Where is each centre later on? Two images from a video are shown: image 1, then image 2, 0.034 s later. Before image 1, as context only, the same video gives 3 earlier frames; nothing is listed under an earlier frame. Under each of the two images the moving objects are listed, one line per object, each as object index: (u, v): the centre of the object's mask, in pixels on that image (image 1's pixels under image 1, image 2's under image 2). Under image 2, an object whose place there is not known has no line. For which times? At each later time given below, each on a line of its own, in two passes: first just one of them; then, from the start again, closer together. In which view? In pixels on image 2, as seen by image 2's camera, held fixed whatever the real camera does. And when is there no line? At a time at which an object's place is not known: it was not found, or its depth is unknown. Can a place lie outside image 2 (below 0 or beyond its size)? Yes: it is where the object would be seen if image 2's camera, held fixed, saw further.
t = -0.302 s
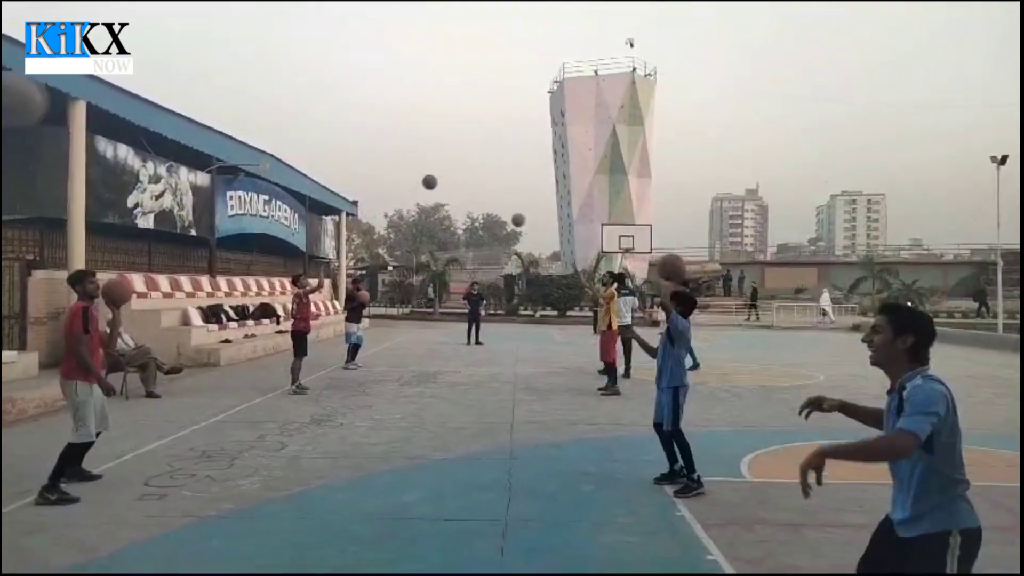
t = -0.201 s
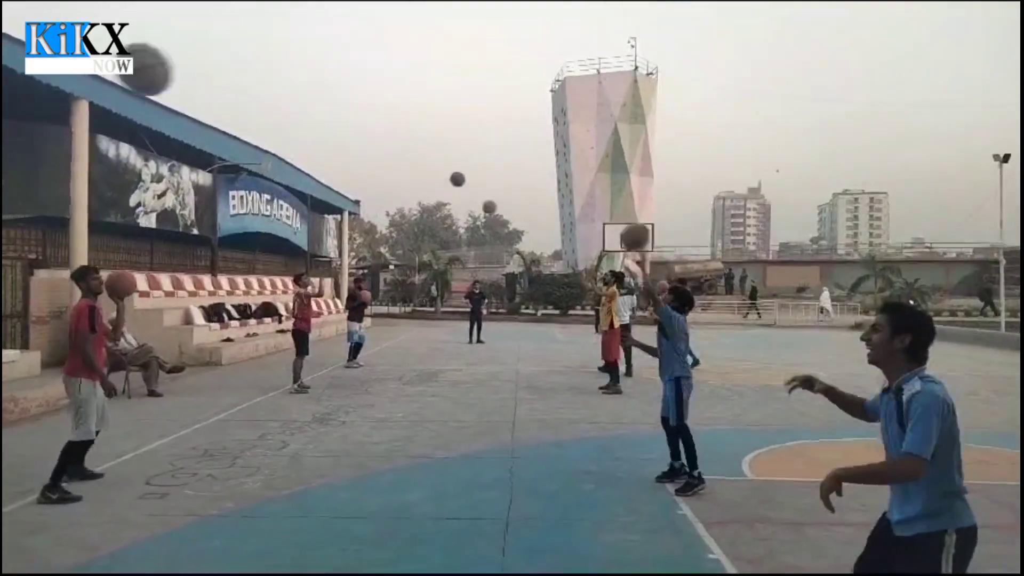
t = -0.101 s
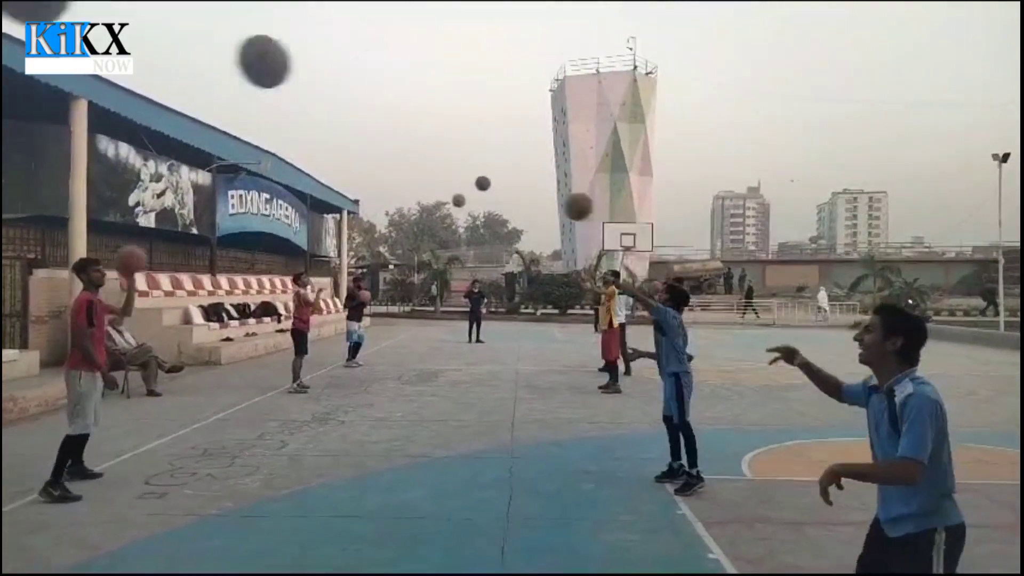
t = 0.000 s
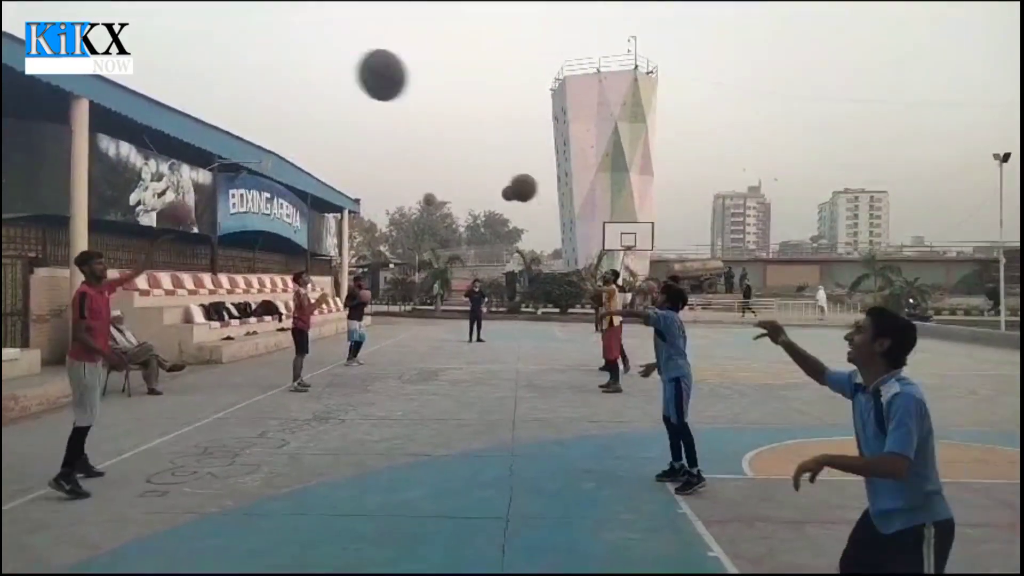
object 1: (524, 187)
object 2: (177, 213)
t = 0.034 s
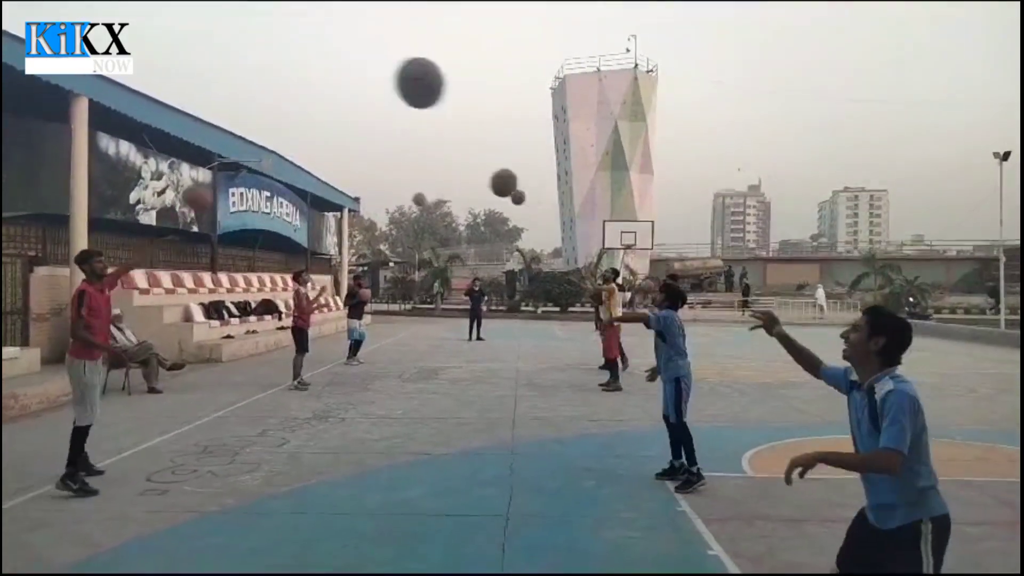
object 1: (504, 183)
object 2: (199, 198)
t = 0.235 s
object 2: (308, 143)
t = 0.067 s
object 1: (485, 180)
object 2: (217, 184)
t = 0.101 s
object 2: (234, 171)
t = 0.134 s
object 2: (255, 166)
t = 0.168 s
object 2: (272, 156)
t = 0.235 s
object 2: (308, 143)
